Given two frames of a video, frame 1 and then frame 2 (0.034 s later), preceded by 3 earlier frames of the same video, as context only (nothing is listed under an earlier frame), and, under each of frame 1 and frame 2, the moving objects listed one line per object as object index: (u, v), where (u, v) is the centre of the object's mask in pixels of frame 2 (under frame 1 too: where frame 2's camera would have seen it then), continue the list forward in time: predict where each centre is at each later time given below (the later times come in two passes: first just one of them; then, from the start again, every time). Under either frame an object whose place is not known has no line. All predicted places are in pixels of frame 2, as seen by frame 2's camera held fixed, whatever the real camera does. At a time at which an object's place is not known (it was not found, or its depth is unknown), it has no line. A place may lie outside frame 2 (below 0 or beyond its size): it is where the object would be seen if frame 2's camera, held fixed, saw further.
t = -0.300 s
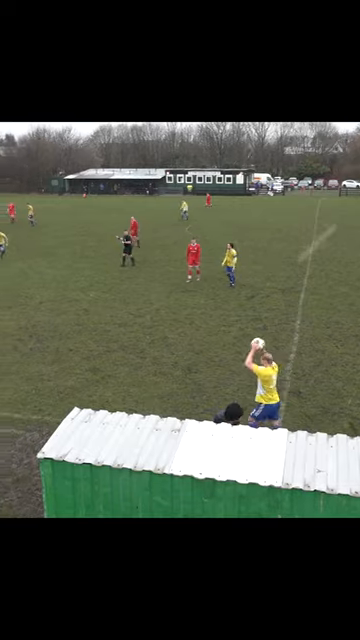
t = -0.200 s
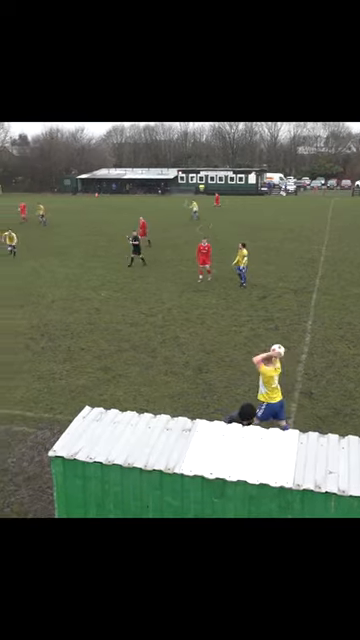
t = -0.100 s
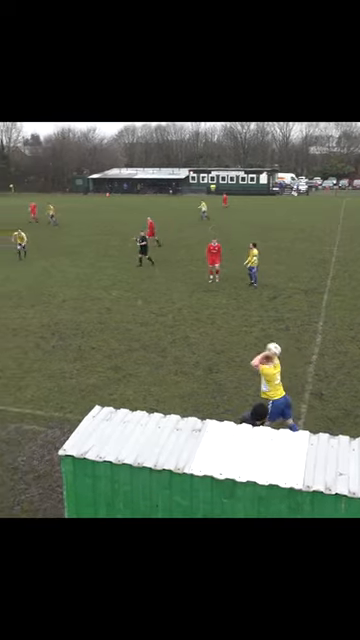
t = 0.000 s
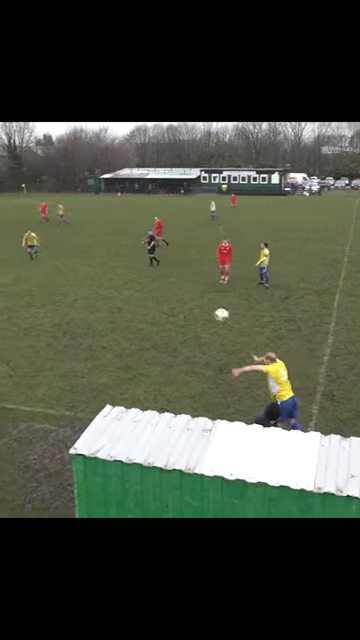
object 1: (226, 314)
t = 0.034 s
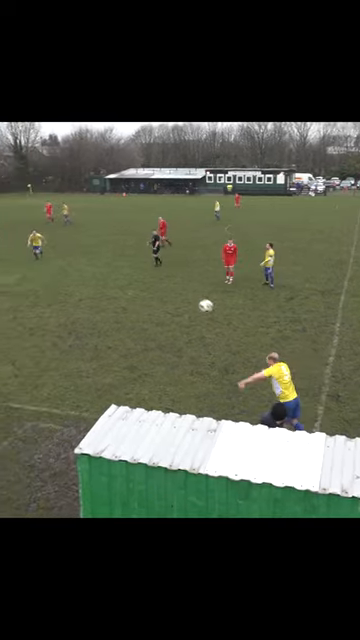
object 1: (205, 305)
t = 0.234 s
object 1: (102, 269)
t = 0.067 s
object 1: (186, 297)
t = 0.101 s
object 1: (167, 289)
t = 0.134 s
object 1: (149, 282)
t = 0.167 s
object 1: (133, 277)
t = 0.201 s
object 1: (117, 273)
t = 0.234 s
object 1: (102, 269)
